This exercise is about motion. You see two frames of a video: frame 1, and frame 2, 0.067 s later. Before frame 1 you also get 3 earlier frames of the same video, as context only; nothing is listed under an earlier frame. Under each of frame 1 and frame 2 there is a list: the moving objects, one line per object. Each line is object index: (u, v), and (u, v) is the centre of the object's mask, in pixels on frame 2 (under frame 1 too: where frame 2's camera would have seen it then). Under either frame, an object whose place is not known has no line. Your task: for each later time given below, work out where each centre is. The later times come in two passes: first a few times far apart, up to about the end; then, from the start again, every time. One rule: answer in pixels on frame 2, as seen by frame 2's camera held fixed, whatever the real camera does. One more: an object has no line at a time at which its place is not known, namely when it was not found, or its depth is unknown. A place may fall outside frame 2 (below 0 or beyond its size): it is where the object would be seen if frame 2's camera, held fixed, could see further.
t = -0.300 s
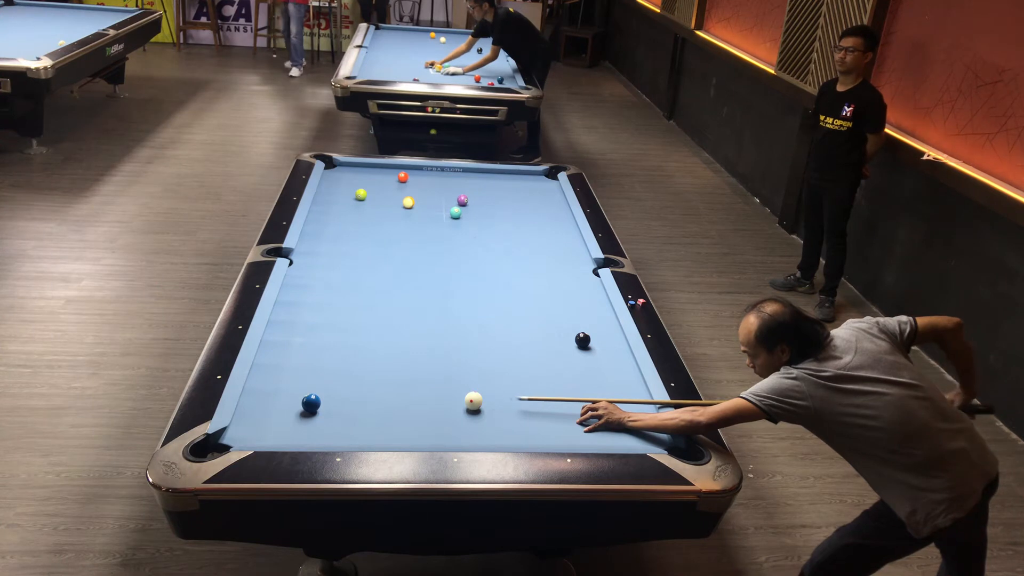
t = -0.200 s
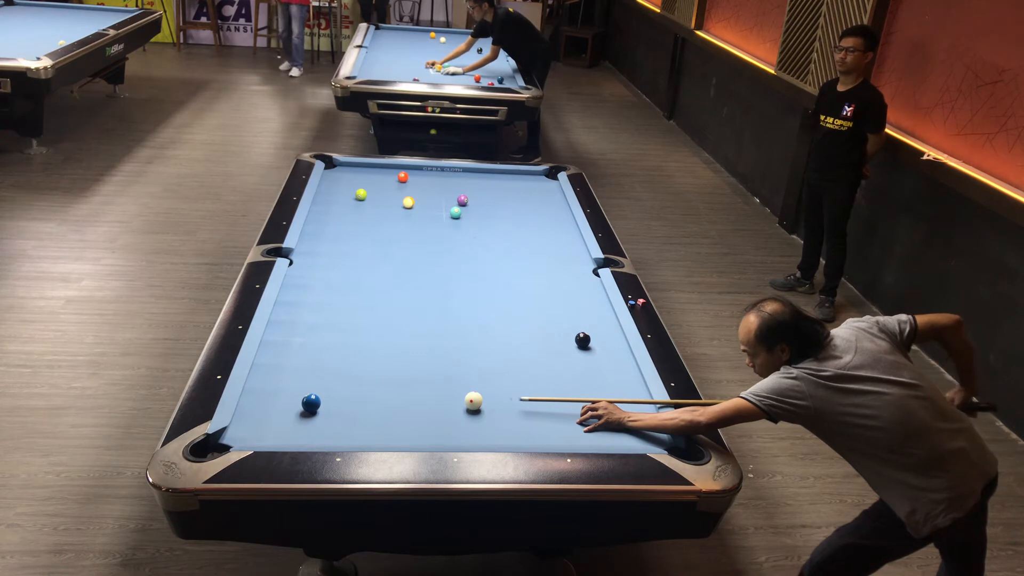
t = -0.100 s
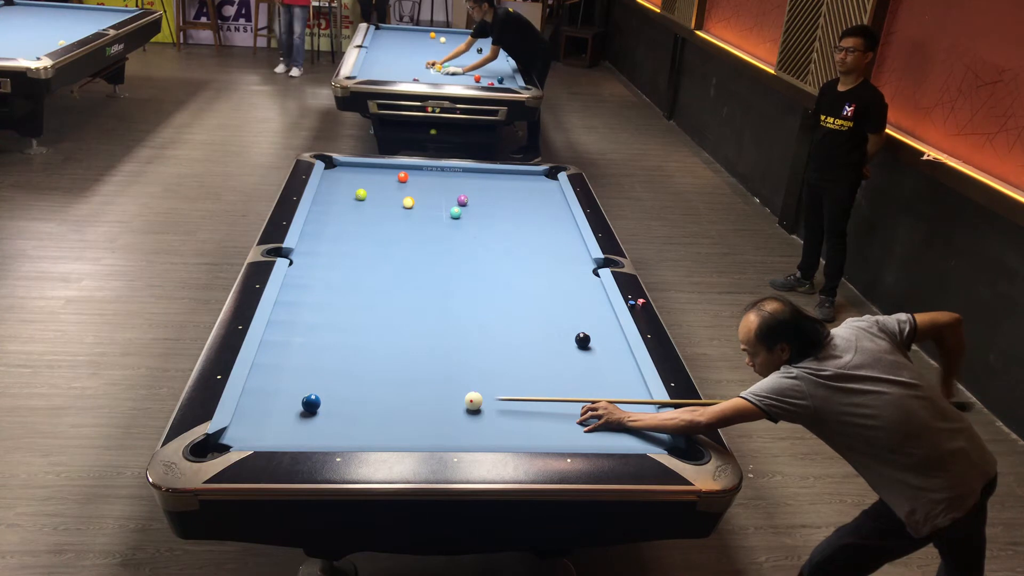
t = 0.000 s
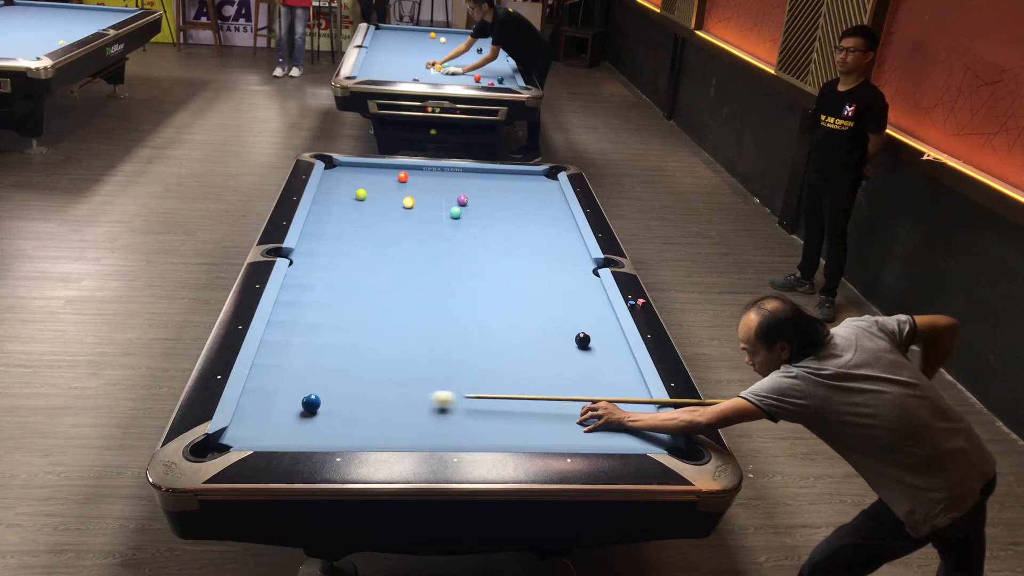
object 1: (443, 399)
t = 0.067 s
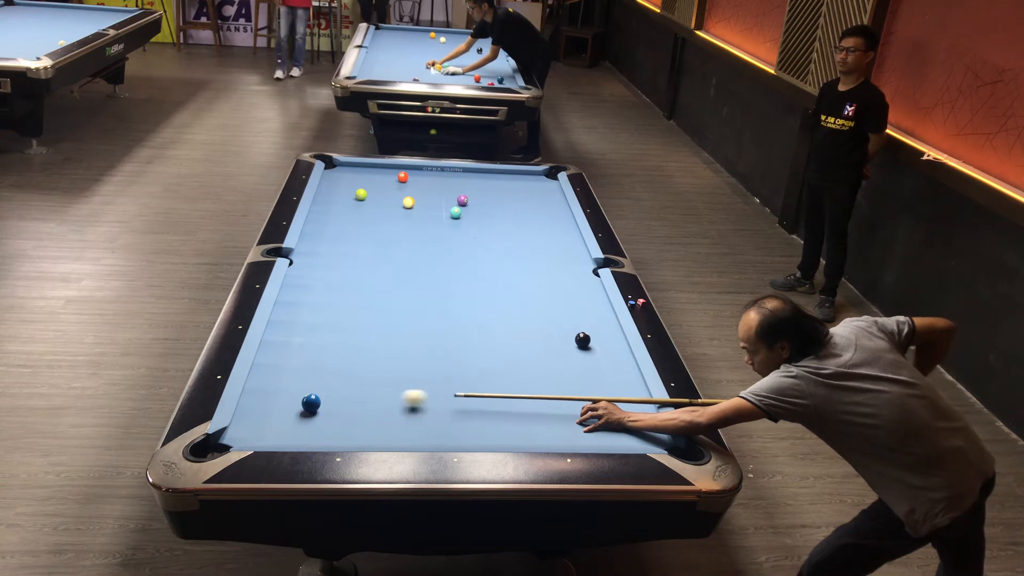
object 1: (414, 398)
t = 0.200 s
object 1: (358, 396)
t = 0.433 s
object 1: (294, 380)
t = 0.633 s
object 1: (265, 364)
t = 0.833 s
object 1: (293, 352)
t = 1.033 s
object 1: (319, 341)
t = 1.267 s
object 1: (346, 328)
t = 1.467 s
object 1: (367, 319)
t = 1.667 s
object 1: (387, 311)
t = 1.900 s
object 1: (407, 302)
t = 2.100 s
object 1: (423, 295)
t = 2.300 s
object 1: (437, 288)
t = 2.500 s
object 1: (451, 282)
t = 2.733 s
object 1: (465, 276)
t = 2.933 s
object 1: (476, 271)
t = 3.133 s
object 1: (486, 266)
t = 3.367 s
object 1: (498, 261)
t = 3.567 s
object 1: (506, 258)
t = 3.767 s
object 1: (514, 255)
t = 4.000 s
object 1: (523, 251)
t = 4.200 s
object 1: (530, 248)
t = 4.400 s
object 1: (536, 246)
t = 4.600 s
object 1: (542, 243)
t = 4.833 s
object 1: (548, 241)
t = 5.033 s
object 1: (552, 239)
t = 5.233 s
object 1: (557, 237)
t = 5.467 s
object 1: (561, 235)
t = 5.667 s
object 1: (564, 234)
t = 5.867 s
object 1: (566, 233)
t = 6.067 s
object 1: (568, 233)
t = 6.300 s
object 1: (570, 232)
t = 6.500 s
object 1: (571, 231)
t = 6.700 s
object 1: (572, 231)
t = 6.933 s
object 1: (572, 231)
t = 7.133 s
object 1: (572, 231)
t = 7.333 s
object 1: (572, 231)
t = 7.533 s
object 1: (572, 231)
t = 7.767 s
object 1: (572, 231)
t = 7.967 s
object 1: (572, 231)
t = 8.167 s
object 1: (572, 231)
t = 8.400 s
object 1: (572, 231)
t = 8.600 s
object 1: (572, 231)
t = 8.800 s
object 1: (572, 231)
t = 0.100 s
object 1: (401, 398)
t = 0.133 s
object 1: (386, 397)
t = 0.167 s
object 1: (372, 397)
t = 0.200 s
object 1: (358, 396)
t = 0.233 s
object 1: (345, 395)
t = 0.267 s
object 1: (332, 395)
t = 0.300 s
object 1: (322, 393)
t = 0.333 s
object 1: (316, 390)
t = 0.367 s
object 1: (309, 386)
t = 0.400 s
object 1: (302, 384)
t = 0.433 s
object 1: (294, 380)
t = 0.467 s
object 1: (287, 377)
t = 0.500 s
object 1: (280, 375)
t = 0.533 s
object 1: (273, 372)
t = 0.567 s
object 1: (266, 369)
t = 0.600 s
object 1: (261, 367)
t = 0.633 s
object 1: (265, 364)
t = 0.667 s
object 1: (271, 362)
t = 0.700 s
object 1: (275, 360)
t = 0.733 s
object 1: (280, 358)
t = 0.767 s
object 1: (285, 356)
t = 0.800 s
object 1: (289, 354)
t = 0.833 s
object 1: (293, 352)
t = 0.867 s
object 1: (298, 350)
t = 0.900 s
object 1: (302, 348)
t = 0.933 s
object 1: (307, 346)
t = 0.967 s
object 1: (311, 344)
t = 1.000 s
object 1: (315, 342)
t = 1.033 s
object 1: (319, 341)
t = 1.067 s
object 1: (323, 339)
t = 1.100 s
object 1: (327, 337)
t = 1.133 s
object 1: (331, 335)
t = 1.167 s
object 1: (335, 333)
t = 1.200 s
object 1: (339, 332)
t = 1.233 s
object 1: (342, 330)
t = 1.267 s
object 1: (346, 328)
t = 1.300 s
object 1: (350, 327)
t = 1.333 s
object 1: (354, 325)
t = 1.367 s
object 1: (357, 324)
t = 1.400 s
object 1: (360, 322)
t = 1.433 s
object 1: (364, 321)
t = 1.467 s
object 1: (367, 319)
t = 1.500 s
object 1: (371, 318)
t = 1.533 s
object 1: (374, 316)
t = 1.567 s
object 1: (377, 315)
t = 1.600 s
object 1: (380, 313)
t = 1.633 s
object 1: (384, 312)
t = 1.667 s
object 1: (387, 311)
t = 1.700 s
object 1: (390, 310)
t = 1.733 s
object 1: (393, 308)
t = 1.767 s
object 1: (396, 307)
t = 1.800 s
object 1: (399, 306)
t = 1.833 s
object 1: (402, 304)
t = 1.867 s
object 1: (404, 303)
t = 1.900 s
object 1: (407, 302)
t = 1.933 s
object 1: (410, 301)
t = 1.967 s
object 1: (413, 299)
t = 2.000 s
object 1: (415, 298)
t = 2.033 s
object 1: (418, 297)
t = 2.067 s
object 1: (420, 296)
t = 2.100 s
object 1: (423, 295)
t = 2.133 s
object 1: (426, 294)
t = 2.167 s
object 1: (428, 292)
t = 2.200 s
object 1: (431, 291)
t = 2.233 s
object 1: (433, 290)
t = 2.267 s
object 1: (435, 289)
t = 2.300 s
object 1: (437, 288)
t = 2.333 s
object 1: (440, 287)
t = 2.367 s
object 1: (442, 286)
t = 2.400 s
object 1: (444, 285)
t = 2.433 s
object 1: (446, 284)
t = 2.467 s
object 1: (449, 283)
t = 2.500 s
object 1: (451, 282)
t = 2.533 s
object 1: (453, 281)
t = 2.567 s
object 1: (455, 280)
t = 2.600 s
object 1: (457, 279)
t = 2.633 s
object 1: (459, 279)
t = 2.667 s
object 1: (461, 278)
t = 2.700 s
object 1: (463, 277)
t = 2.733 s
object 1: (465, 276)
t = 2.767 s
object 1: (467, 275)
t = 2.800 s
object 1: (469, 274)
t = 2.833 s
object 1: (471, 273)
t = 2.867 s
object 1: (472, 273)
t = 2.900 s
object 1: (474, 272)
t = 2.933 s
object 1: (476, 271)
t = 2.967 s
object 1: (478, 270)
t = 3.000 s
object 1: (480, 270)
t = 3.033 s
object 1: (481, 269)
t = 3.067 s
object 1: (483, 268)
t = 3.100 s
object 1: (485, 267)
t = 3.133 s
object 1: (486, 266)
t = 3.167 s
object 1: (488, 266)
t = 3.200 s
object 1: (490, 265)
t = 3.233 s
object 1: (491, 265)
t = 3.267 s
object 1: (493, 264)
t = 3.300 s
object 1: (495, 263)
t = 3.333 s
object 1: (496, 262)
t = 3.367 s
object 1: (498, 261)
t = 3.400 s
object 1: (499, 261)
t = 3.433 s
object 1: (501, 261)
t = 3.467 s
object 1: (502, 260)
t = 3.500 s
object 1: (504, 259)
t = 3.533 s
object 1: (505, 259)
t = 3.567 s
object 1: (506, 258)
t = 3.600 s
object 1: (508, 257)
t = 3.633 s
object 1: (509, 257)
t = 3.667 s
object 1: (510, 256)
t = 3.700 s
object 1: (512, 256)
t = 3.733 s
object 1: (513, 255)
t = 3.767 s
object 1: (514, 255)
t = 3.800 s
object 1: (516, 254)
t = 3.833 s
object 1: (517, 254)
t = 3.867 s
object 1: (518, 253)
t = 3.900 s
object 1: (519, 253)
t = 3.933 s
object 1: (521, 252)
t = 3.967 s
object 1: (522, 252)
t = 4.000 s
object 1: (523, 251)
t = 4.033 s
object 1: (524, 251)
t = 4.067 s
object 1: (525, 250)
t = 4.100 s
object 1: (526, 249)
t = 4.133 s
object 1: (527, 249)
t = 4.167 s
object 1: (529, 249)
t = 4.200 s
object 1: (530, 248)
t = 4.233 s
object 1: (531, 248)
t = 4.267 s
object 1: (532, 247)
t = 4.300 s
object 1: (533, 247)
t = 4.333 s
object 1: (534, 246)
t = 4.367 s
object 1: (535, 246)
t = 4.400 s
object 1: (536, 246)
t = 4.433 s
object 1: (537, 245)
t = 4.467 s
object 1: (538, 245)
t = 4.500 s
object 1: (539, 244)
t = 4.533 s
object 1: (540, 244)
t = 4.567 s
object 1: (541, 243)
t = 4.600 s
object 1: (542, 243)
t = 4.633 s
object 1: (542, 243)
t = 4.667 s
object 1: (543, 242)
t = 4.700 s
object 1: (544, 242)
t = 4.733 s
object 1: (545, 242)
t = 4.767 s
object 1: (546, 241)
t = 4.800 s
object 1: (547, 241)
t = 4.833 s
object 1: (548, 241)
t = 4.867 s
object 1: (549, 240)
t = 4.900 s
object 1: (549, 240)
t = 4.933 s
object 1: (550, 240)
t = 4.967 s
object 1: (551, 239)
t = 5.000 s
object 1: (552, 239)
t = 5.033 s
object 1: (552, 239)
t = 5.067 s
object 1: (553, 239)
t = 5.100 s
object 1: (554, 238)
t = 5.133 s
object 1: (555, 238)
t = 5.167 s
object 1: (555, 238)
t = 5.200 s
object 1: (556, 237)
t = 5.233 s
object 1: (557, 237)
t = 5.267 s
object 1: (557, 237)
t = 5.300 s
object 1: (558, 237)
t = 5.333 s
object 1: (558, 237)
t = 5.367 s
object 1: (559, 236)
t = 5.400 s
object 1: (560, 236)
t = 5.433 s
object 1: (560, 236)
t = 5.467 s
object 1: (561, 235)
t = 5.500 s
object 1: (561, 235)
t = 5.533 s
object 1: (562, 235)
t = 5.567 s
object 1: (562, 235)
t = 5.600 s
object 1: (563, 235)
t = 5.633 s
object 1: (563, 235)
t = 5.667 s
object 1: (564, 234)
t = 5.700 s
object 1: (564, 234)
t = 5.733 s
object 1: (564, 234)
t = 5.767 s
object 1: (565, 234)
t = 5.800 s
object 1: (565, 234)
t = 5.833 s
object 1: (565, 233)
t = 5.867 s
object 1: (566, 233)
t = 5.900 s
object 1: (566, 233)
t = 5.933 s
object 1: (567, 233)
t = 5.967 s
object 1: (567, 233)
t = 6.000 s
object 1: (567, 233)
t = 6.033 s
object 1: (568, 233)
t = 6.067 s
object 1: (568, 233)
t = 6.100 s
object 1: (568, 233)
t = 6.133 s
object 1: (569, 232)
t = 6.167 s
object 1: (569, 232)
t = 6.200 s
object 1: (569, 232)
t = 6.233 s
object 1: (569, 232)
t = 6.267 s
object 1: (570, 232)
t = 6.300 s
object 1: (570, 232)
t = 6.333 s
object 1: (570, 232)
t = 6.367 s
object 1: (570, 232)
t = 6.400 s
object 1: (571, 232)
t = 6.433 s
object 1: (571, 232)
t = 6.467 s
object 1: (571, 232)
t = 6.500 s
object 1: (571, 231)
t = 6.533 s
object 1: (571, 231)
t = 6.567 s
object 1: (571, 232)
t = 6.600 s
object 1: (571, 232)
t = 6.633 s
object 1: (572, 231)
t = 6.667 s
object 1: (572, 231)
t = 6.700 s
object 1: (572, 231)
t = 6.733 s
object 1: (572, 231)
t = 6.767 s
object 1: (572, 231)
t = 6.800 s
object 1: (572, 231)
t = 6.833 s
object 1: (572, 231)
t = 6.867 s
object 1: (572, 231)
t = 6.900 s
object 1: (572, 231)
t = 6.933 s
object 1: (572, 231)
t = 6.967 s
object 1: (572, 231)
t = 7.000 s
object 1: (572, 231)
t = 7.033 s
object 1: (572, 231)
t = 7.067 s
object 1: (572, 231)
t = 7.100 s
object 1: (572, 231)
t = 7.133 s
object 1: (572, 231)
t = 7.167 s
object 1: (572, 231)
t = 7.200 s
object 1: (572, 231)
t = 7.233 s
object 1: (572, 231)
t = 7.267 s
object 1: (572, 231)
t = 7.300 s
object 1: (572, 231)
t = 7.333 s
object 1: (572, 231)
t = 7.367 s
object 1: (572, 231)
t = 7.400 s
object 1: (572, 231)
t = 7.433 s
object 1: (572, 231)
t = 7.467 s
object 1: (572, 231)
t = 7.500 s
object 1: (572, 231)
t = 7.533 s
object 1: (572, 231)
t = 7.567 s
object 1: (572, 231)
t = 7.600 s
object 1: (572, 231)
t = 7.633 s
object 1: (572, 231)
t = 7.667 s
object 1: (572, 231)
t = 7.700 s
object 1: (572, 231)
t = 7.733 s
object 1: (572, 231)
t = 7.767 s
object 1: (572, 231)
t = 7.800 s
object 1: (572, 231)
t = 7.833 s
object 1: (572, 231)
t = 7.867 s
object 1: (572, 231)
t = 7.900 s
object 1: (572, 231)
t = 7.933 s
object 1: (572, 231)
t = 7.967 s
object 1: (572, 231)
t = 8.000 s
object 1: (572, 231)
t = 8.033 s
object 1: (572, 231)
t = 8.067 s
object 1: (572, 231)
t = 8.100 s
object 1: (572, 231)
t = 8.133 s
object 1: (572, 231)
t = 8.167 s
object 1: (572, 231)
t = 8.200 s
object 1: (572, 231)
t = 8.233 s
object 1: (572, 231)
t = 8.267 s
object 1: (572, 231)
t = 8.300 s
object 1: (572, 231)
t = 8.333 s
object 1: (572, 231)
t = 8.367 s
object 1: (572, 231)
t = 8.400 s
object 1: (572, 231)
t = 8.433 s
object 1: (572, 231)
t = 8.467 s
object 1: (572, 231)
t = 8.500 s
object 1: (572, 231)
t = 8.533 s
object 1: (572, 231)
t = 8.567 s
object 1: (572, 231)
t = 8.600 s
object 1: (572, 231)
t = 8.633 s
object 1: (572, 231)
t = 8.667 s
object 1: (572, 231)
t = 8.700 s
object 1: (572, 231)
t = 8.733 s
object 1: (572, 231)
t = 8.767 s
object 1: (572, 231)
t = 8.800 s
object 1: (572, 231)
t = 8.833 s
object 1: (572, 231)
